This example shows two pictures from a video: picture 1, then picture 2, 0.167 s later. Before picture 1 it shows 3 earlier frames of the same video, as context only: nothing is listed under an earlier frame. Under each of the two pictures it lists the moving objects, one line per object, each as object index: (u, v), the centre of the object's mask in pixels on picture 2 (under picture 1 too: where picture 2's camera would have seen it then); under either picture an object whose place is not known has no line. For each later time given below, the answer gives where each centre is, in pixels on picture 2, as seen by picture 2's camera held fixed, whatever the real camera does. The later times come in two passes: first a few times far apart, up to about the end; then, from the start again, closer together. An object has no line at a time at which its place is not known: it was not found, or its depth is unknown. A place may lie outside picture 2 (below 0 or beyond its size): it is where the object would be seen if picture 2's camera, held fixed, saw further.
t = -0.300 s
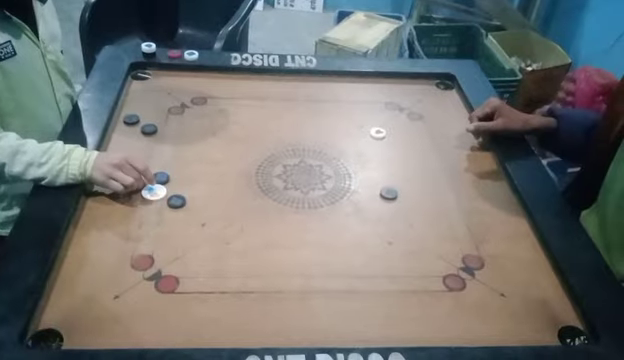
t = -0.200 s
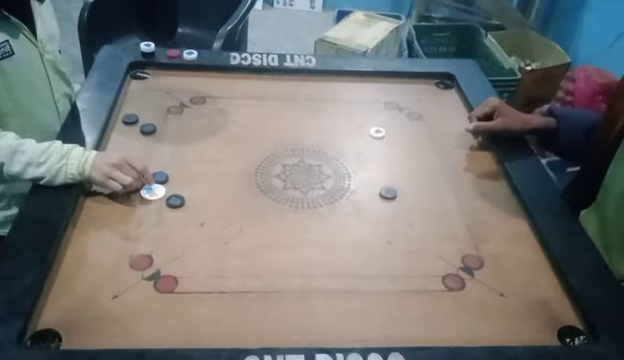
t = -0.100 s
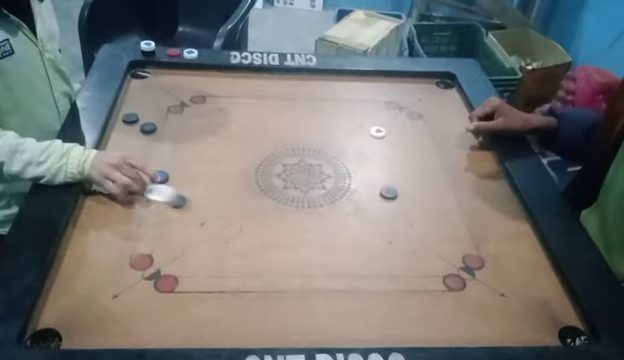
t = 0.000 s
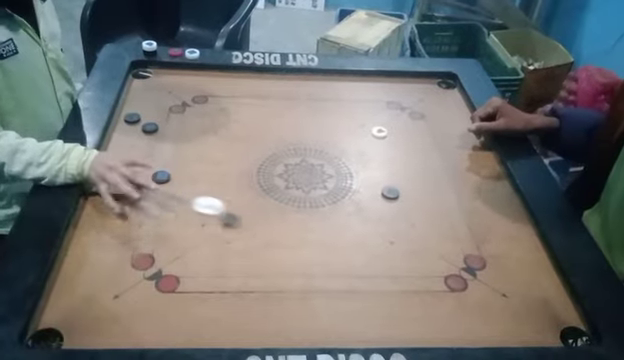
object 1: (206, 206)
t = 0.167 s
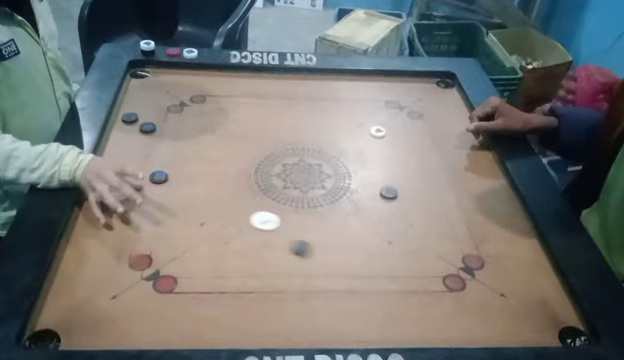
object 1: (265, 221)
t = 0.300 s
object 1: (301, 229)
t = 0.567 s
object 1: (364, 245)
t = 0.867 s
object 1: (422, 259)
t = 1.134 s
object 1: (443, 269)
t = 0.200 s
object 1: (274, 223)
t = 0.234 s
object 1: (283, 225)
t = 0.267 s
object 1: (292, 228)
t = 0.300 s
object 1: (301, 229)
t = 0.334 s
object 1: (309, 231)
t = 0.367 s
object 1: (318, 234)
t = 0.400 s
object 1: (326, 236)
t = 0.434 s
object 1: (334, 237)
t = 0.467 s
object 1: (342, 239)
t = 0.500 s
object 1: (350, 241)
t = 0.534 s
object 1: (357, 243)
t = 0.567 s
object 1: (364, 245)
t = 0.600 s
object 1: (371, 246)
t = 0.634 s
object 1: (378, 248)
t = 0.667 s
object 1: (385, 250)
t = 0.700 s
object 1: (392, 251)
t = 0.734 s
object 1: (399, 253)
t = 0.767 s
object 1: (405, 254)
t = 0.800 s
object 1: (410, 256)
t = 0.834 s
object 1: (417, 257)
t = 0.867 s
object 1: (422, 259)
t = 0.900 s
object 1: (426, 260)
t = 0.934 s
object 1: (431, 261)
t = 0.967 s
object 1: (434, 263)
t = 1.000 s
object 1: (436, 264)
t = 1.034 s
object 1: (438, 265)
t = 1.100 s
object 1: (441, 268)
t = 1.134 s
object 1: (443, 269)
